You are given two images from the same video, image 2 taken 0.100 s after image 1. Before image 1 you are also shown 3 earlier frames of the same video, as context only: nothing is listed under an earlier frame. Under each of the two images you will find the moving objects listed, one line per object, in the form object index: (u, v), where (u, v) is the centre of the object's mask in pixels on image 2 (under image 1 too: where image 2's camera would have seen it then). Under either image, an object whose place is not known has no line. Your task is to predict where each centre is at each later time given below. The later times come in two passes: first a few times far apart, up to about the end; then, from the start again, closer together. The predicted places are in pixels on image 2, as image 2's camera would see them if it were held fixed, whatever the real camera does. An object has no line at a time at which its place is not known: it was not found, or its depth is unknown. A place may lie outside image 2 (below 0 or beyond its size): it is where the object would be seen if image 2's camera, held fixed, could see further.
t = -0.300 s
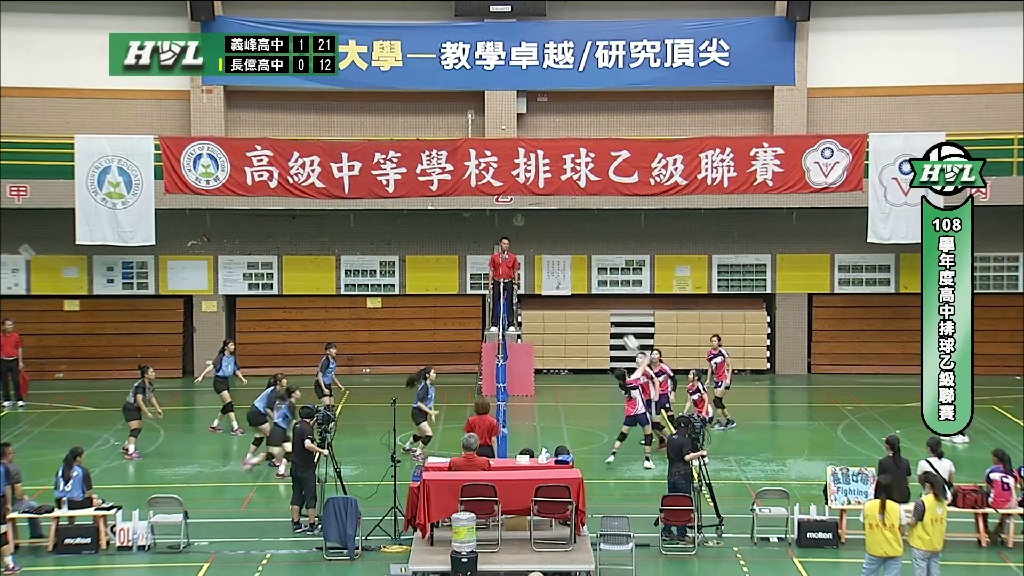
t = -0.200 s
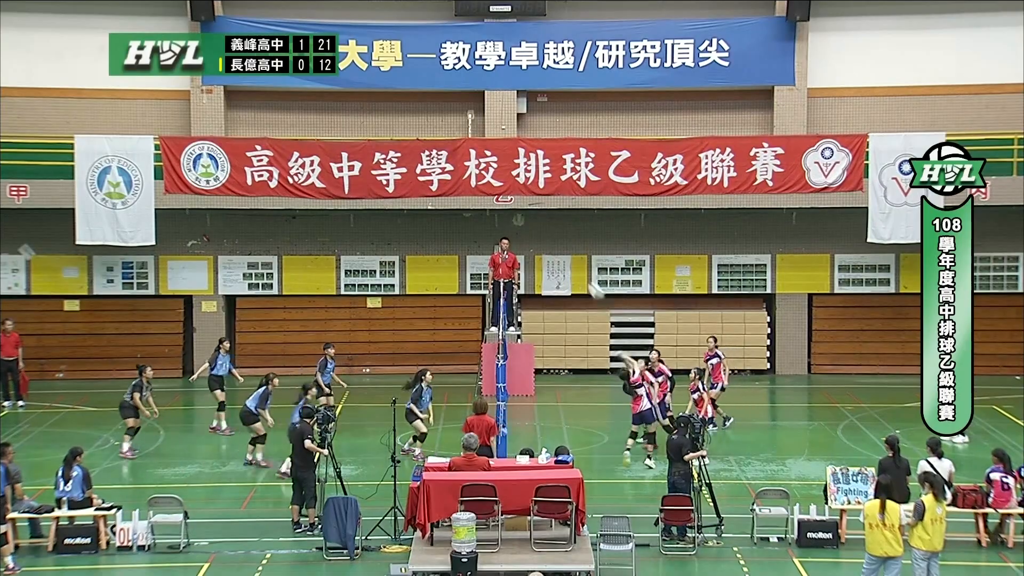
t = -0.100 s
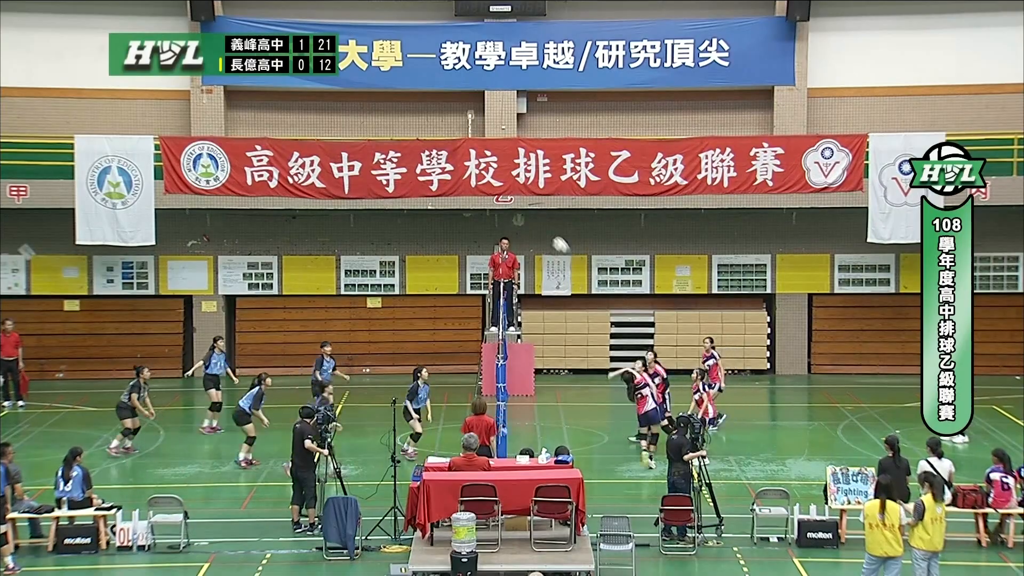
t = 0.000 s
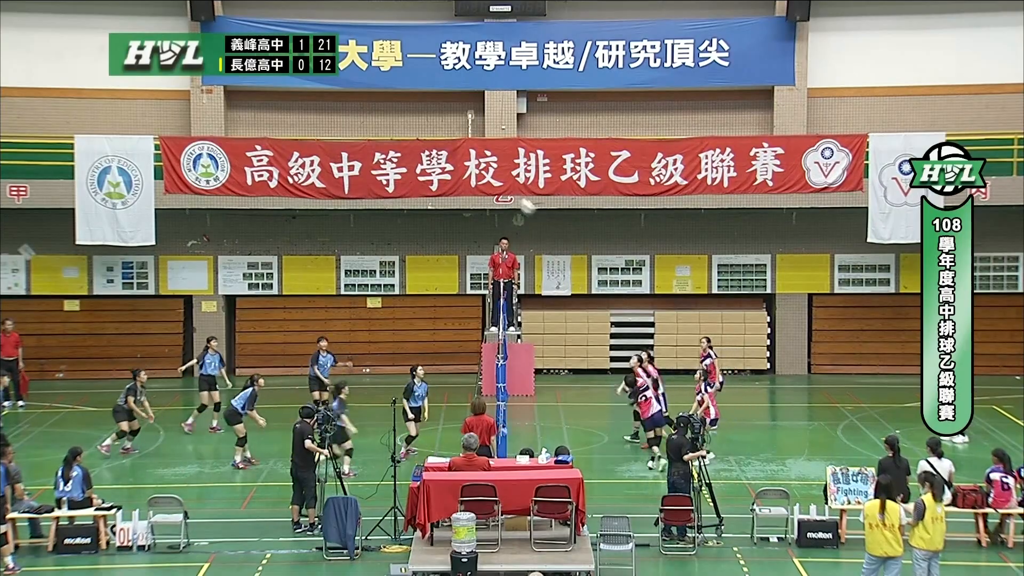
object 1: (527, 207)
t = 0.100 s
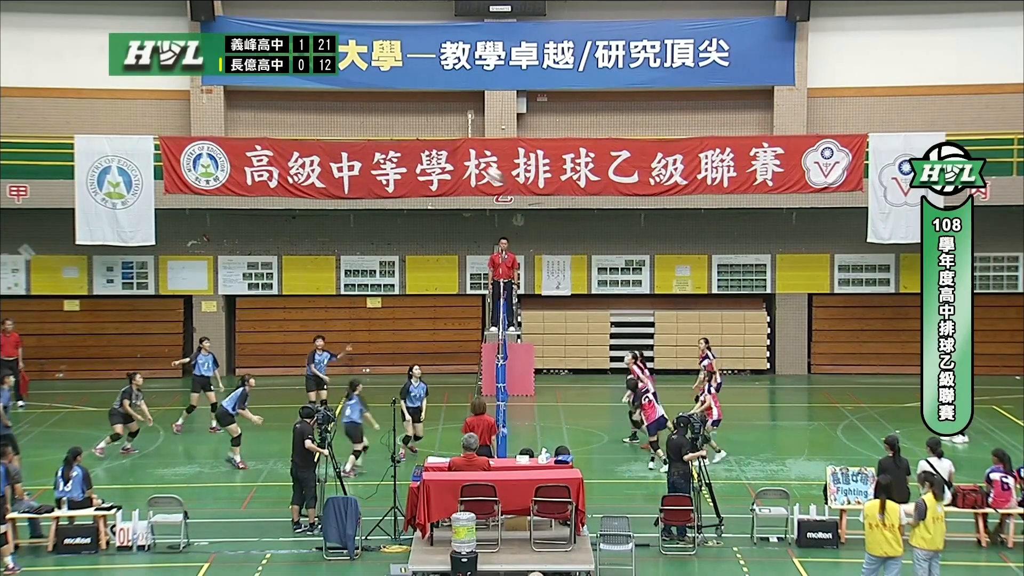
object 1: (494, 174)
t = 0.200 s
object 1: (462, 149)
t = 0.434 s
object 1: (388, 115)
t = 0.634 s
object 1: (327, 114)
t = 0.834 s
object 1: (269, 140)
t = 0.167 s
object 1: (473, 157)
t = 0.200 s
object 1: (462, 149)
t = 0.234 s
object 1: (451, 142)
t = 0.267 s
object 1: (441, 135)
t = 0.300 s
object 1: (429, 130)
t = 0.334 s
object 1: (419, 125)
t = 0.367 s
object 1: (409, 121)
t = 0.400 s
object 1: (399, 117)
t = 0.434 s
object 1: (388, 115)
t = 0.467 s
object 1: (377, 113)
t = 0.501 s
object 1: (367, 112)
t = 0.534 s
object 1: (358, 112)
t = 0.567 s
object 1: (348, 112)
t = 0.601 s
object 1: (337, 113)
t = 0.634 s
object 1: (327, 114)
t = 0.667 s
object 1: (317, 117)
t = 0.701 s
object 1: (307, 121)
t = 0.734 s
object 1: (298, 125)
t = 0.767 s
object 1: (288, 129)
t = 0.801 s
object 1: (279, 134)
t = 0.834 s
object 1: (269, 140)
